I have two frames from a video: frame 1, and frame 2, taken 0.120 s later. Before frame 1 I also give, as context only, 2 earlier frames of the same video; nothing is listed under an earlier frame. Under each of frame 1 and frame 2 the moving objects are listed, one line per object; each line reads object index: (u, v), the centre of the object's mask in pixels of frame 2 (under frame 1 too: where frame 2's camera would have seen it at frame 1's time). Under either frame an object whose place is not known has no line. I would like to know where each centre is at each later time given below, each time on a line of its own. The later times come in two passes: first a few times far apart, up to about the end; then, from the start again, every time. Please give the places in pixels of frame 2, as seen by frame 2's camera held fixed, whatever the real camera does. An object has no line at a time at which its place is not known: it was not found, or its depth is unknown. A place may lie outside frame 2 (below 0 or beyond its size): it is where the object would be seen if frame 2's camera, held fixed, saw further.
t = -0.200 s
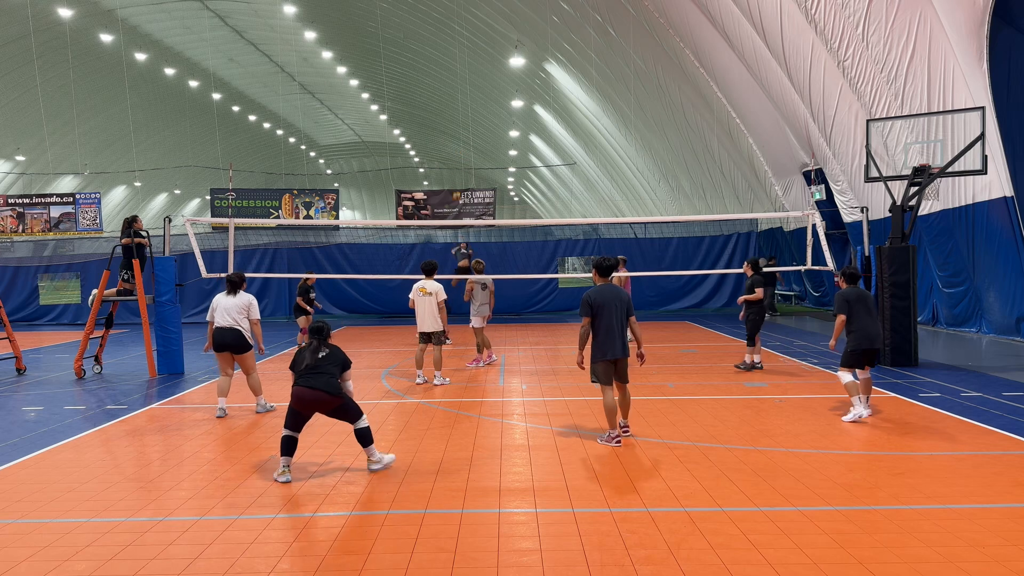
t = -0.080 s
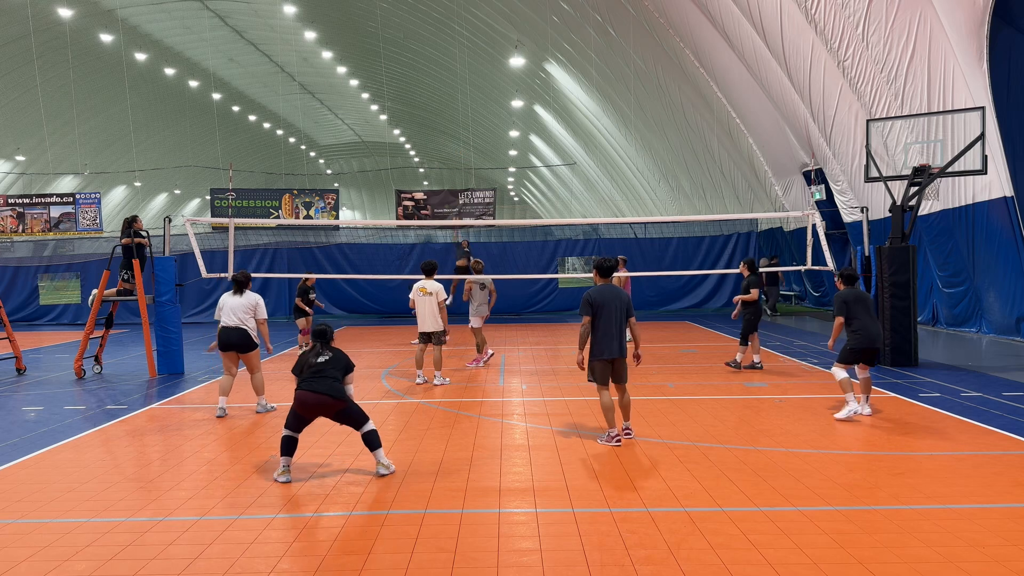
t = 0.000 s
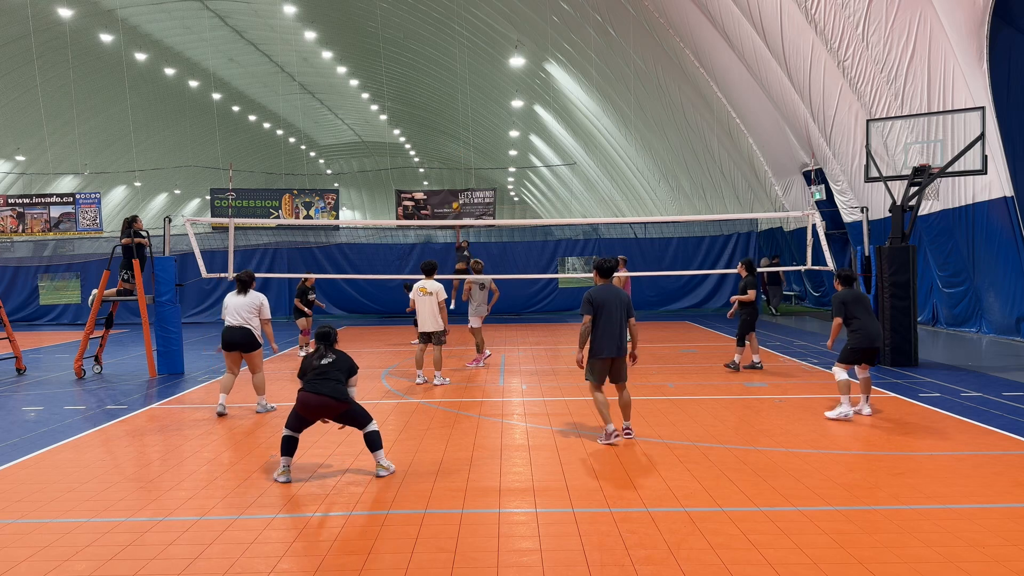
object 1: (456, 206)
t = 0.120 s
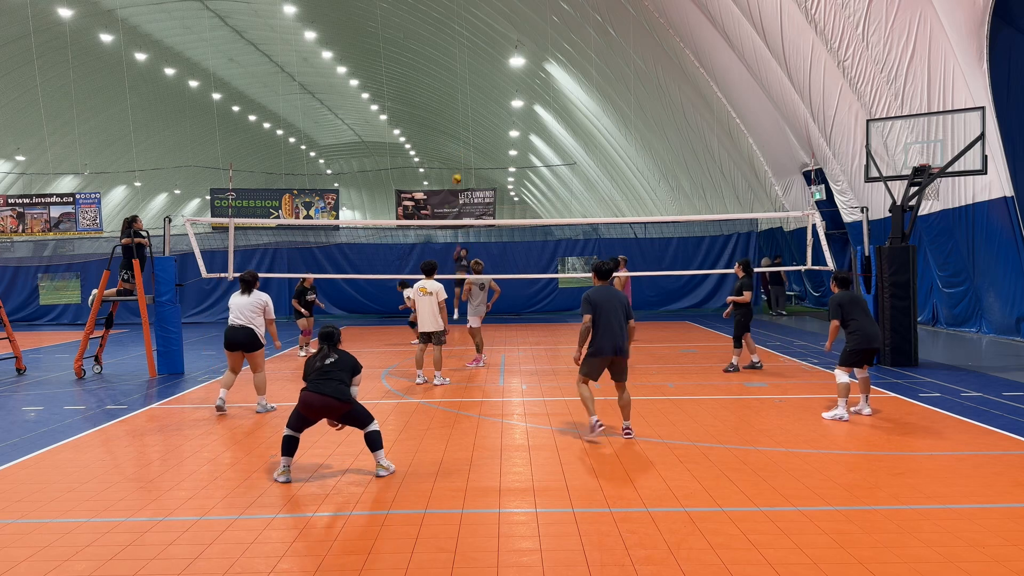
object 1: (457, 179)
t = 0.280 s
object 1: (460, 151)
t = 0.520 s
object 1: (474, 137)
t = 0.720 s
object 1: (500, 174)
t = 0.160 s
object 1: (457, 171)
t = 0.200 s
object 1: (458, 164)
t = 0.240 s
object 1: (459, 157)
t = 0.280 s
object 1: (460, 151)
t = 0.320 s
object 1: (462, 145)
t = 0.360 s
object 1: (463, 141)
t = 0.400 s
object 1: (465, 138)
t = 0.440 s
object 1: (467, 136)
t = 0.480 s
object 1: (471, 136)
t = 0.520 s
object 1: (474, 137)
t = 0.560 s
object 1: (477, 139)
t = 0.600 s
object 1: (482, 145)
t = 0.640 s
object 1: (487, 151)
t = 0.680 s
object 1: (493, 161)
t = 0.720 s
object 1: (500, 174)
